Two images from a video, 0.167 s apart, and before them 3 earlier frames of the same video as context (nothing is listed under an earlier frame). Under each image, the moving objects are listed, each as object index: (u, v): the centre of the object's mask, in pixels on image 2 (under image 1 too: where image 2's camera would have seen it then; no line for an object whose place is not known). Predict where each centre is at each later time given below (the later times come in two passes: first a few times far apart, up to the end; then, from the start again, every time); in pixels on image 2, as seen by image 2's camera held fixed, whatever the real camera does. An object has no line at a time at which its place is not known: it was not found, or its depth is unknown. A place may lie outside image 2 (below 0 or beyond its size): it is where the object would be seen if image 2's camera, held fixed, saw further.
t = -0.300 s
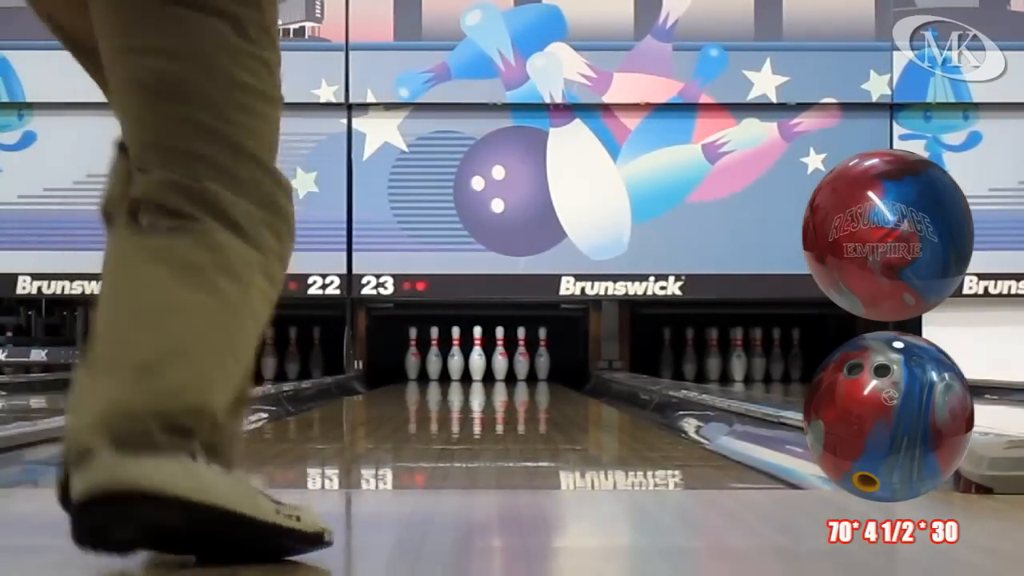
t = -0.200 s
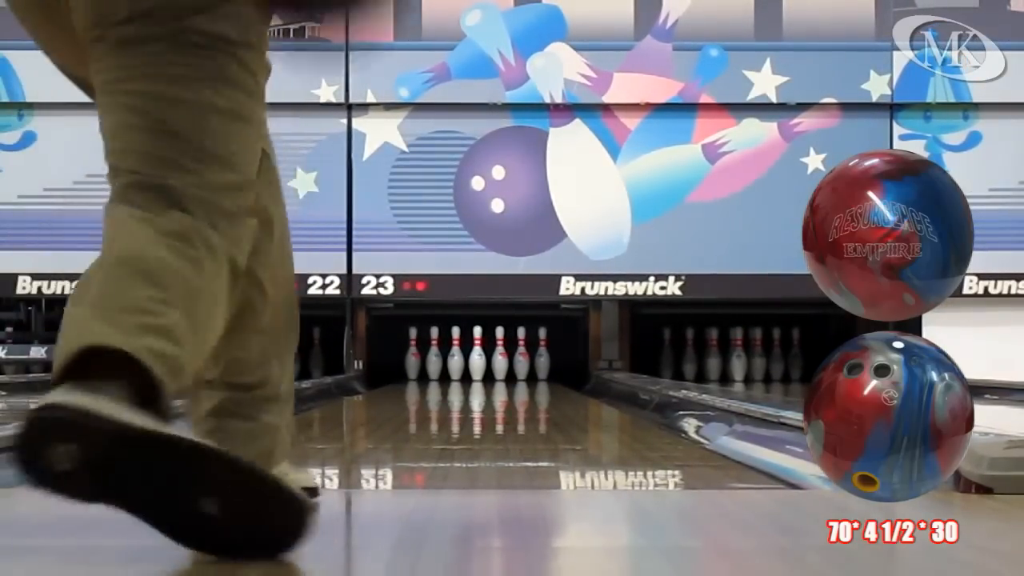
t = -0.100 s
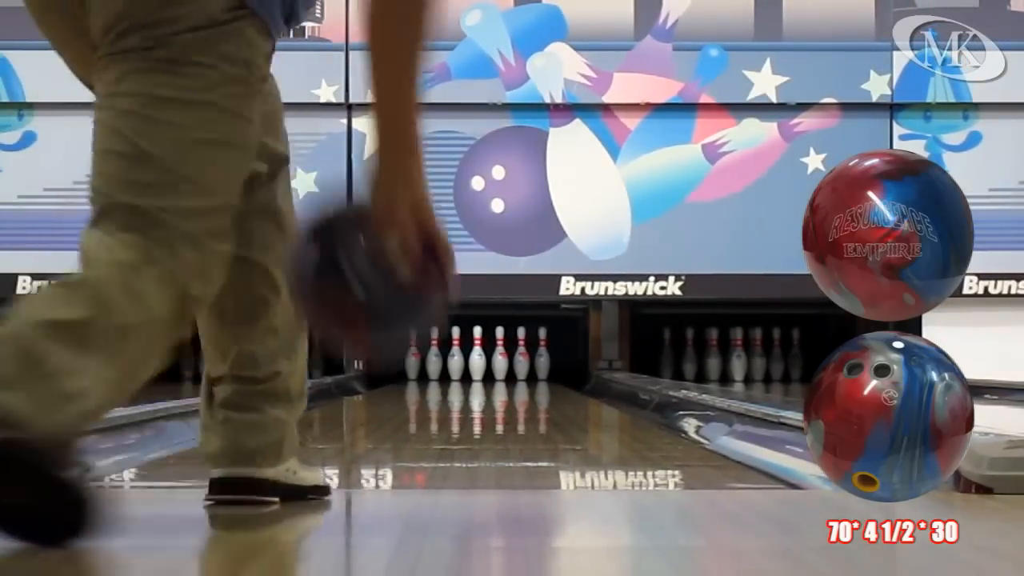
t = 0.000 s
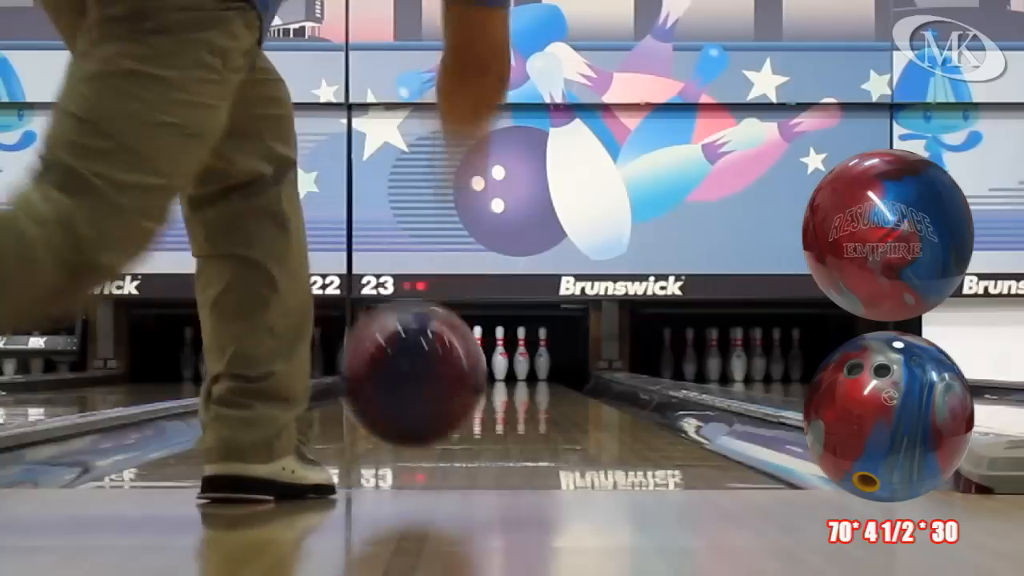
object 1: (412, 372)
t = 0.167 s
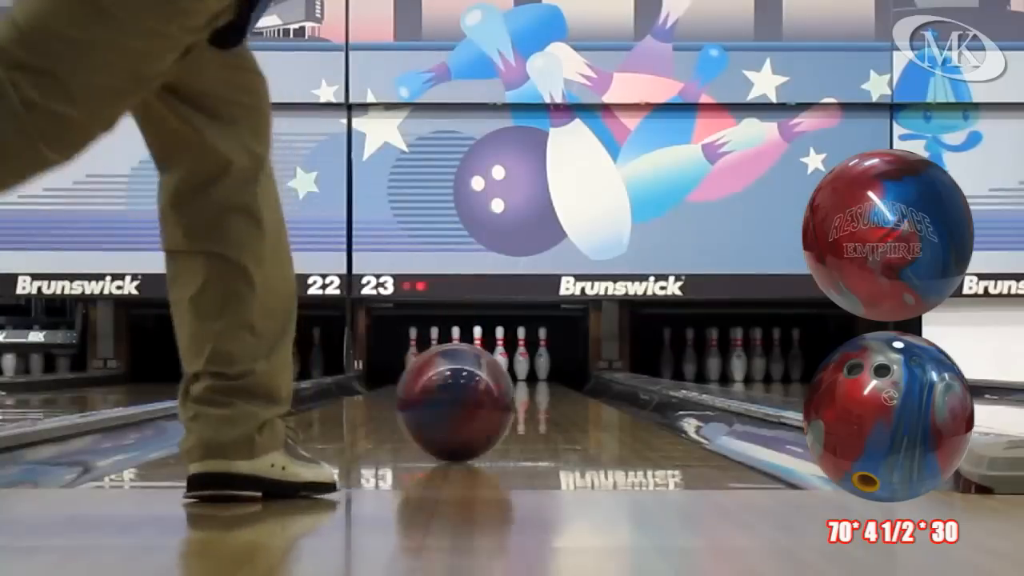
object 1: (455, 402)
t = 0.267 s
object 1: (475, 397)
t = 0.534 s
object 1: (506, 387)
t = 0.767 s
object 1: (524, 382)
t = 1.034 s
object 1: (536, 377)
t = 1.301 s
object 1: (543, 373)
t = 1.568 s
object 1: (545, 371)
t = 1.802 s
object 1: (542, 370)
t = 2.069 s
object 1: (533, 368)
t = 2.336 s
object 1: (517, 367)
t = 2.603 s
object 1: (498, 367)
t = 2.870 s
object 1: (499, 366)
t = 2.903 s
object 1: (501, 366)
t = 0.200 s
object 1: (463, 400)
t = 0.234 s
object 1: (469, 398)
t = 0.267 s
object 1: (475, 397)
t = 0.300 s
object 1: (480, 395)
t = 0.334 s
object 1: (484, 394)
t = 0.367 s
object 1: (489, 392)
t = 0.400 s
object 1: (493, 391)
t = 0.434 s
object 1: (497, 390)
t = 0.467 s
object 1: (500, 389)
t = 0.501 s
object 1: (503, 388)
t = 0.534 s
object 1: (506, 387)
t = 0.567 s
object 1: (510, 386)
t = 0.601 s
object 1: (513, 385)
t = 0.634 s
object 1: (515, 385)
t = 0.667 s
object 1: (517, 384)
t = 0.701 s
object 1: (519, 383)
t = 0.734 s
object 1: (521, 383)
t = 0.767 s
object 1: (524, 382)
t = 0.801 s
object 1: (526, 381)
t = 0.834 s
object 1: (527, 381)
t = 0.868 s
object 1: (529, 380)
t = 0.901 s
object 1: (531, 379)
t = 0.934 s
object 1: (532, 379)
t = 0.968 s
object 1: (534, 378)
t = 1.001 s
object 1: (535, 377)
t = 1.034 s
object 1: (536, 377)
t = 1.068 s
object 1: (537, 376)
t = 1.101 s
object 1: (538, 376)
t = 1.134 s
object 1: (539, 376)
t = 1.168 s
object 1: (540, 375)
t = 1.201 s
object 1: (542, 375)
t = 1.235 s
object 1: (542, 374)
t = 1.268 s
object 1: (543, 374)
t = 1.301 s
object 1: (543, 373)
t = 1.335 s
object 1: (543, 373)
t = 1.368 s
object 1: (544, 373)
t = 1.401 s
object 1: (545, 372)
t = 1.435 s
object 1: (544, 372)
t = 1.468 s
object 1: (545, 372)
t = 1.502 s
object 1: (545, 372)
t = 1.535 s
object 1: (545, 372)
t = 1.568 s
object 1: (545, 371)
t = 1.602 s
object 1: (545, 371)
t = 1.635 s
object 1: (544, 371)
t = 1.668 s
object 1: (544, 371)
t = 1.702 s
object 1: (544, 371)
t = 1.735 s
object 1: (543, 370)
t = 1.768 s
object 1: (543, 370)
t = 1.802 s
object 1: (542, 370)
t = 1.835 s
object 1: (541, 370)
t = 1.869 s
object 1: (540, 369)
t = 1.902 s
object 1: (540, 369)
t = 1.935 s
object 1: (539, 369)
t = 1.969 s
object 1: (537, 369)
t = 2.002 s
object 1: (537, 369)
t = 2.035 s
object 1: (534, 369)
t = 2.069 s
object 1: (533, 368)
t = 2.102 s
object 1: (532, 368)
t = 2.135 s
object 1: (530, 368)
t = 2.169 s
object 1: (529, 368)
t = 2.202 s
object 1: (527, 368)
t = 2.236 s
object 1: (525, 368)
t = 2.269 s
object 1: (523, 368)
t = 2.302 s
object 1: (520, 367)
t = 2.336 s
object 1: (517, 367)
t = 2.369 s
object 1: (515, 367)
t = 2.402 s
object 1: (512, 366)
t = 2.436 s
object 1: (508, 366)
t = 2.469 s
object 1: (506, 366)
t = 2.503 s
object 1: (504, 366)
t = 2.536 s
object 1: (501, 366)
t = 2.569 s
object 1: (500, 367)
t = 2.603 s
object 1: (498, 367)
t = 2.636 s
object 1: (492, 366)
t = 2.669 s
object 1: (492, 366)
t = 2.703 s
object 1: (493, 366)
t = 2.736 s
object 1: (494, 366)
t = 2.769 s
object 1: (494, 366)
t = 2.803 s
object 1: (494, 367)
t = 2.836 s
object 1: (497, 366)
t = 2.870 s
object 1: (499, 366)
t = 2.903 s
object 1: (501, 366)
